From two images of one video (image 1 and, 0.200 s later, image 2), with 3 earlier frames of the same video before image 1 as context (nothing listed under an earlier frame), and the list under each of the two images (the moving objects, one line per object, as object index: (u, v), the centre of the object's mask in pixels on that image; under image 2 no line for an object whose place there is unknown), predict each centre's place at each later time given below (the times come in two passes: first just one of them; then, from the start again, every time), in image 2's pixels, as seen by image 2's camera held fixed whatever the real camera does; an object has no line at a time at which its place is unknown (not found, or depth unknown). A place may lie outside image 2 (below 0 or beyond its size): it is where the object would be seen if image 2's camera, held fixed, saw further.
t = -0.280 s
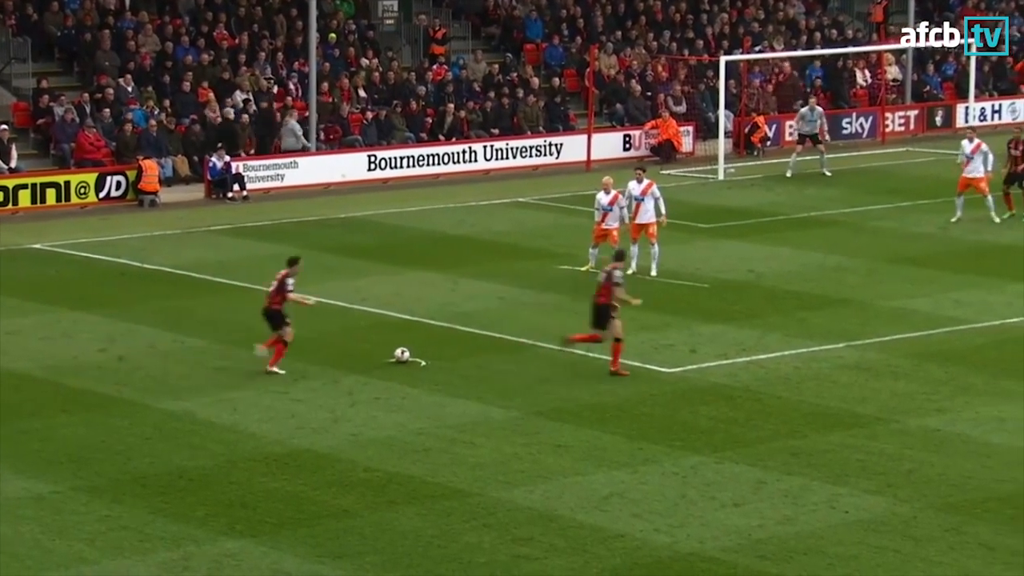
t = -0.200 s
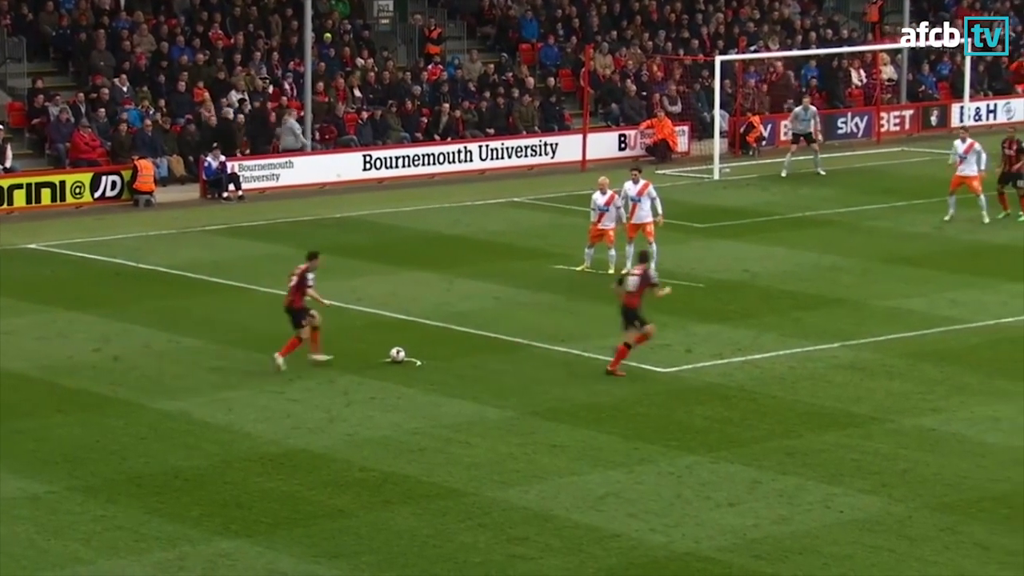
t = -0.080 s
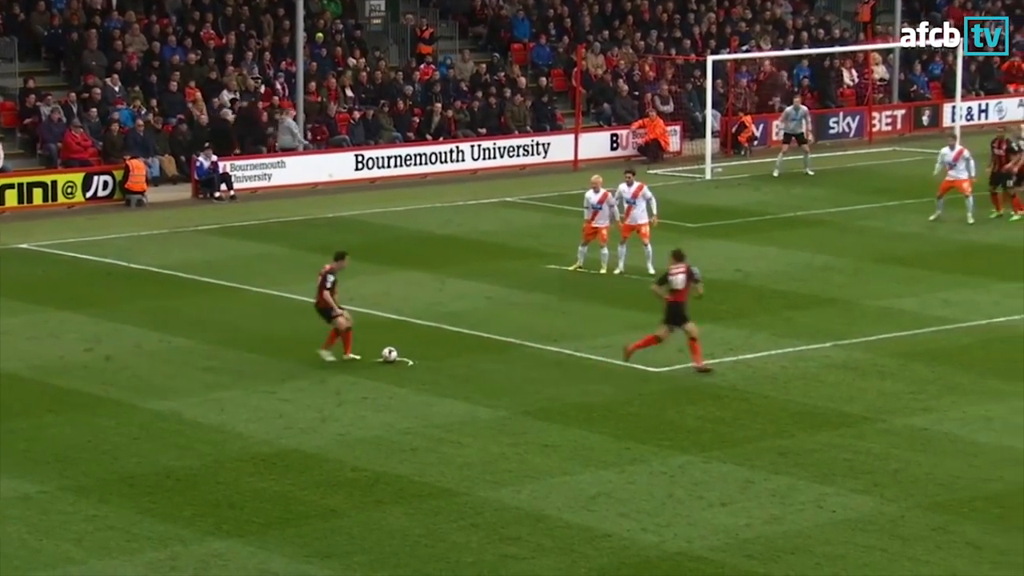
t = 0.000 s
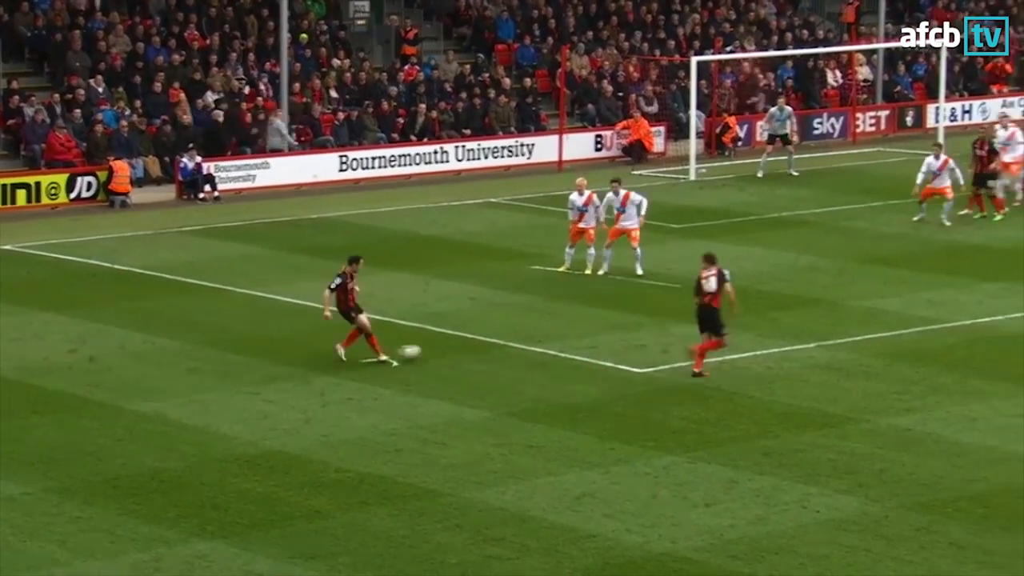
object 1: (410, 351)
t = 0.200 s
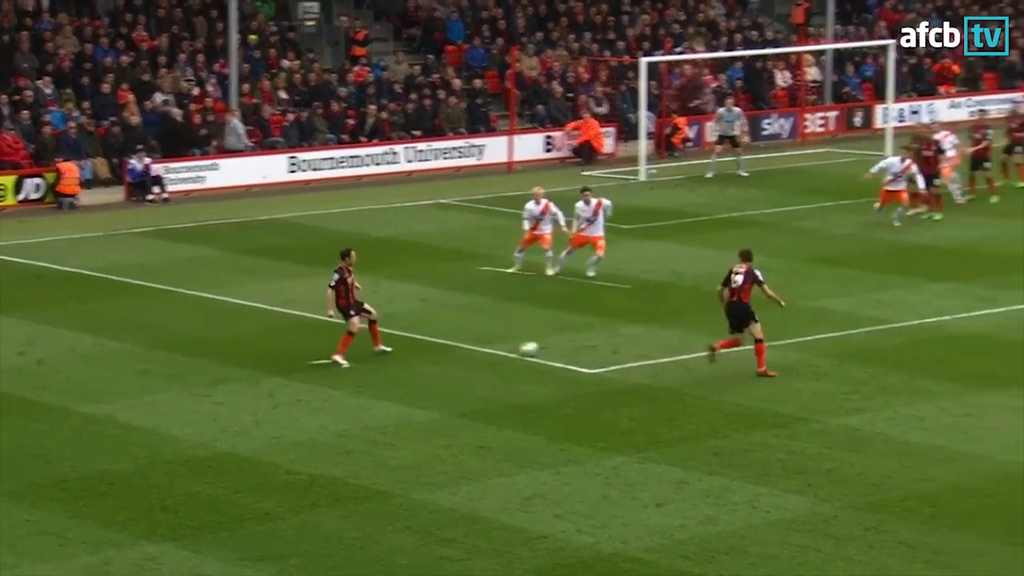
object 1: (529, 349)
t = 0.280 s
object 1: (588, 343)
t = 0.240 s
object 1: (558, 346)
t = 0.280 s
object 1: (588, 343)
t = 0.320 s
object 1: (616, 342)
